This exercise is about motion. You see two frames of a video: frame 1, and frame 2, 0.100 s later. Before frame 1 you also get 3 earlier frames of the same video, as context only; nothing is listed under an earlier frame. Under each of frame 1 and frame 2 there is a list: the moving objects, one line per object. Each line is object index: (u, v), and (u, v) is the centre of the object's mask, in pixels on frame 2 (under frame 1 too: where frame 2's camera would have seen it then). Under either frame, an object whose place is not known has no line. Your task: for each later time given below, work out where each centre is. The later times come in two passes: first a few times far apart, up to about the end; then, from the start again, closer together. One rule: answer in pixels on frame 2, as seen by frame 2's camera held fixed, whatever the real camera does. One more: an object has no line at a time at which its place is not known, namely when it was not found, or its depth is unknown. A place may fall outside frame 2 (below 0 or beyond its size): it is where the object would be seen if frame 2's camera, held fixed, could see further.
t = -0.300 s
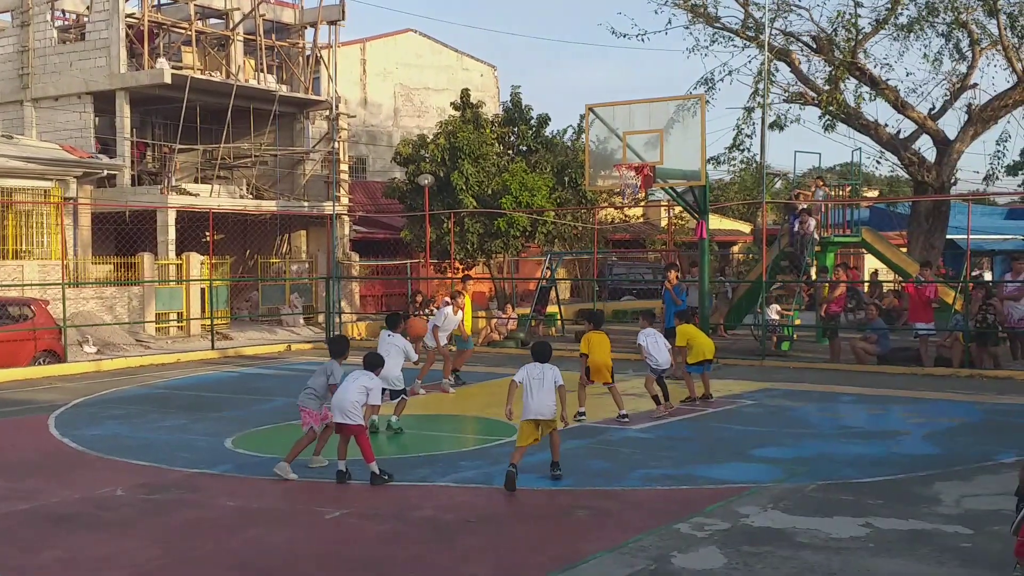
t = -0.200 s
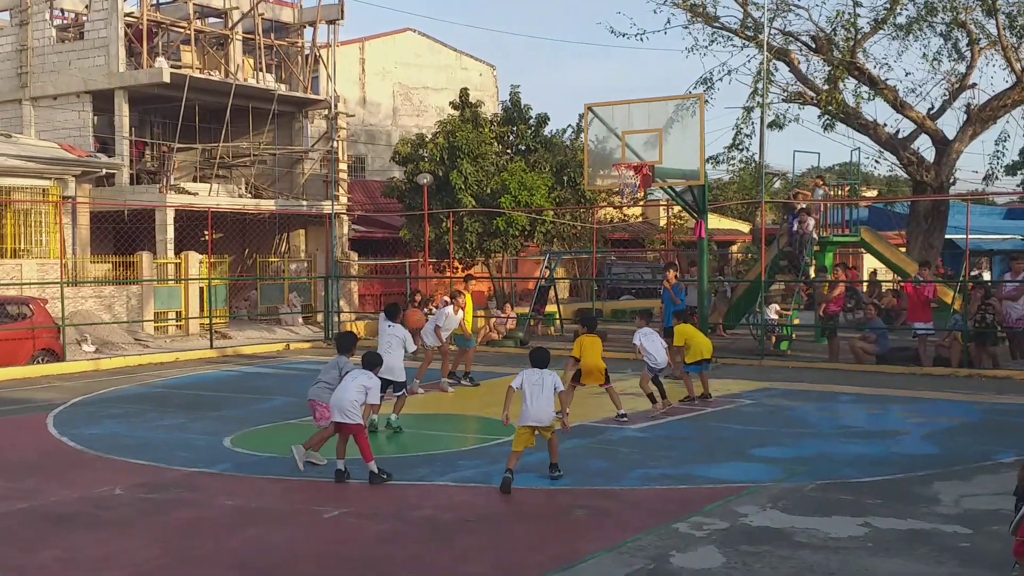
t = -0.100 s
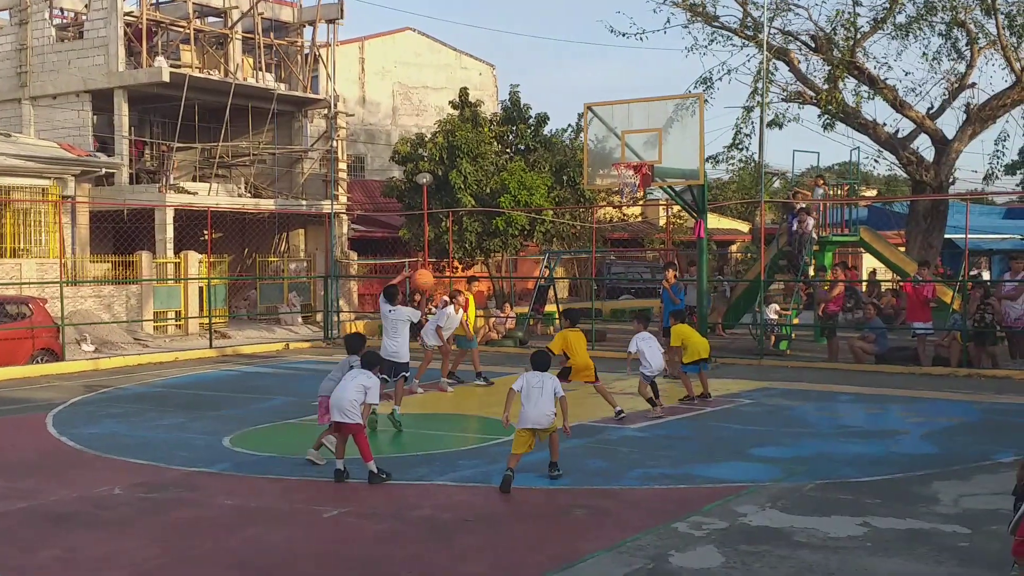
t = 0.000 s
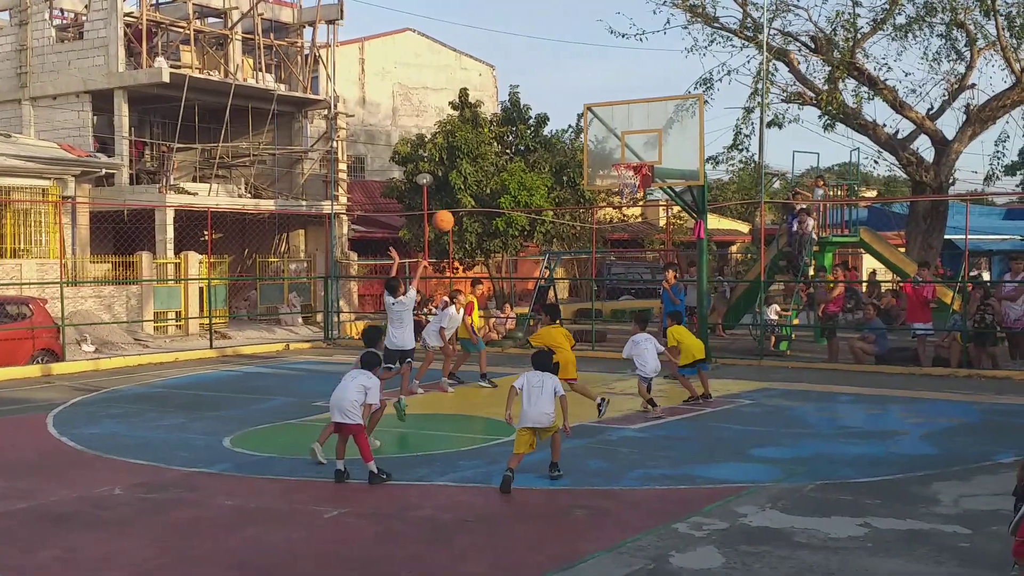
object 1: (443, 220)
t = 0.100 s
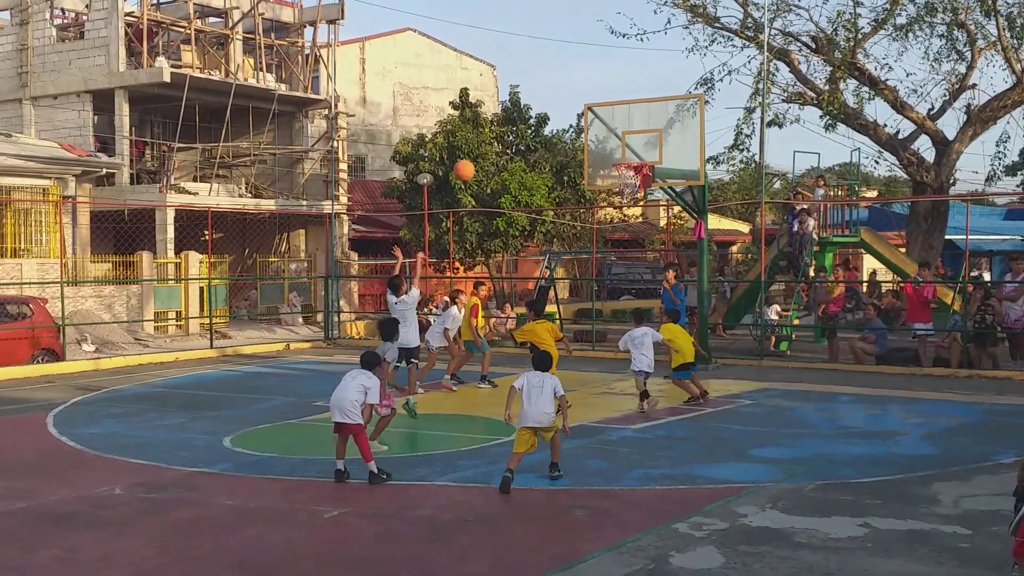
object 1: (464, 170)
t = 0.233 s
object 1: (490, 119)
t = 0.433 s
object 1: (525, 75)
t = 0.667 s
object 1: (562, 67)
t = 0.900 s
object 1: (597, 101)
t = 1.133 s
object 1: (626, 151)
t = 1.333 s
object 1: (640, 146)
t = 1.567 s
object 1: (652, 156)
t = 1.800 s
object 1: (660, 157)
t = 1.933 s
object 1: (666, 176)
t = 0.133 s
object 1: (471, 156)
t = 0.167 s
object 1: (478, 142)
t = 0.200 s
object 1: (484, 130)
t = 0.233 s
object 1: (490, 119)
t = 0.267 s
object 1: (496, 109)
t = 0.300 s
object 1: (502, 100)
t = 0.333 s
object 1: (508, 92)
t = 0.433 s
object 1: (525, 75)
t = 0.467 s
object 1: (531, 70)
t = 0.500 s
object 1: (536, 68)
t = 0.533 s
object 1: (541, 66)
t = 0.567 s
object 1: (547, 65)
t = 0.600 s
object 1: (552, 64)
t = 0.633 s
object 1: (557, 65)
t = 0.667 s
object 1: (562, 67)
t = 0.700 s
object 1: (568, 69)
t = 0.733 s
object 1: (573, 72)
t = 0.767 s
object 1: (578, 77)
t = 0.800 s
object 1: (583, 81)
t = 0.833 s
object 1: (587, 87)
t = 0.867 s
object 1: (592, 94)
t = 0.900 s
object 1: (597, 101)
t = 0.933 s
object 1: (602, 109)
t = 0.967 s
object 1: (606, 118)
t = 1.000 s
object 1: (611, 127)
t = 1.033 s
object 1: (616, 137)
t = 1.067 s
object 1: (620, 148)
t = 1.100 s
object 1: (624, 156)
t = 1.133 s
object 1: (626, 151)
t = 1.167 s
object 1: (628, 149)
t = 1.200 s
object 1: (630, 147)
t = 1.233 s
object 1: (634, 145)
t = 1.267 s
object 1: (636, 145)
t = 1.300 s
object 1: (638, 145)
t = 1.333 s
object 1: (640, 146)
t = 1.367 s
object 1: (642, 147)
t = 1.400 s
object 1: (645, 150)
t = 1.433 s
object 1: (647, 153)
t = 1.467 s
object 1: (650, 156)
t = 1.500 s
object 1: (652, 157)
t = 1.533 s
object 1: (652, 157)
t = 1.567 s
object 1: (652, 156)
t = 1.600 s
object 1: (652, 154)
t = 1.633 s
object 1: (654, 153)
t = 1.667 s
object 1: (655, 152)
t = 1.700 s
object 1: (656, 152)
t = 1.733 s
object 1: (657, 153)
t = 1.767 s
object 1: (659, 155)
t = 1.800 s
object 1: (660, 157)
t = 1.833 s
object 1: (661, 161)
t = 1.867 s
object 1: (663, 165)
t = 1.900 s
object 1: (664, 170)
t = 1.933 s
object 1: (666, 176)
